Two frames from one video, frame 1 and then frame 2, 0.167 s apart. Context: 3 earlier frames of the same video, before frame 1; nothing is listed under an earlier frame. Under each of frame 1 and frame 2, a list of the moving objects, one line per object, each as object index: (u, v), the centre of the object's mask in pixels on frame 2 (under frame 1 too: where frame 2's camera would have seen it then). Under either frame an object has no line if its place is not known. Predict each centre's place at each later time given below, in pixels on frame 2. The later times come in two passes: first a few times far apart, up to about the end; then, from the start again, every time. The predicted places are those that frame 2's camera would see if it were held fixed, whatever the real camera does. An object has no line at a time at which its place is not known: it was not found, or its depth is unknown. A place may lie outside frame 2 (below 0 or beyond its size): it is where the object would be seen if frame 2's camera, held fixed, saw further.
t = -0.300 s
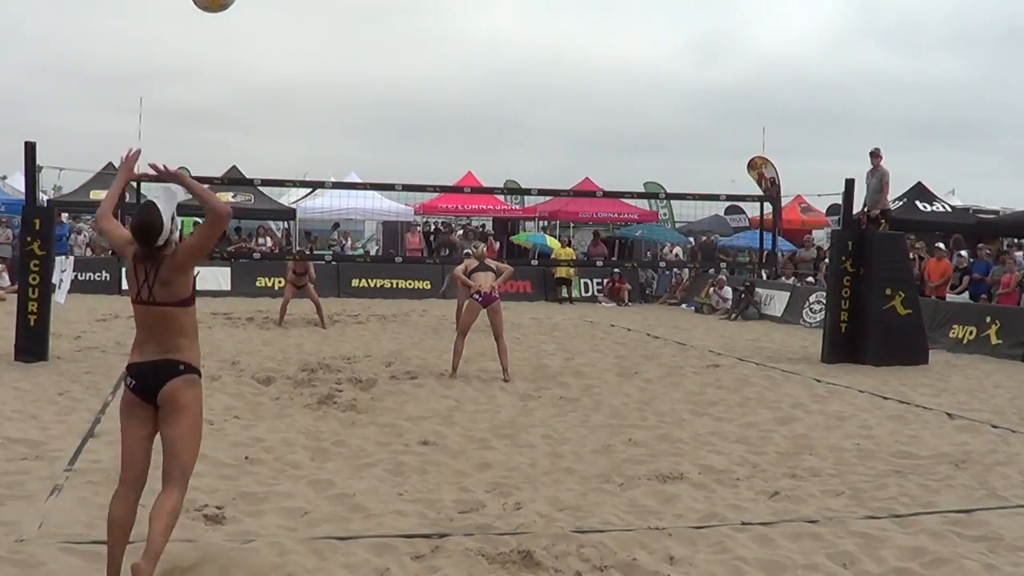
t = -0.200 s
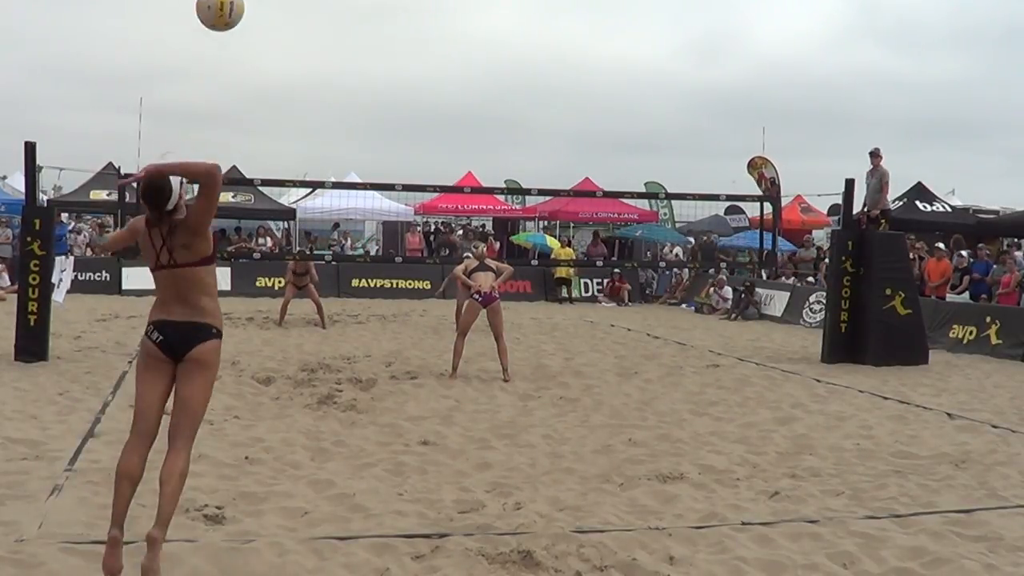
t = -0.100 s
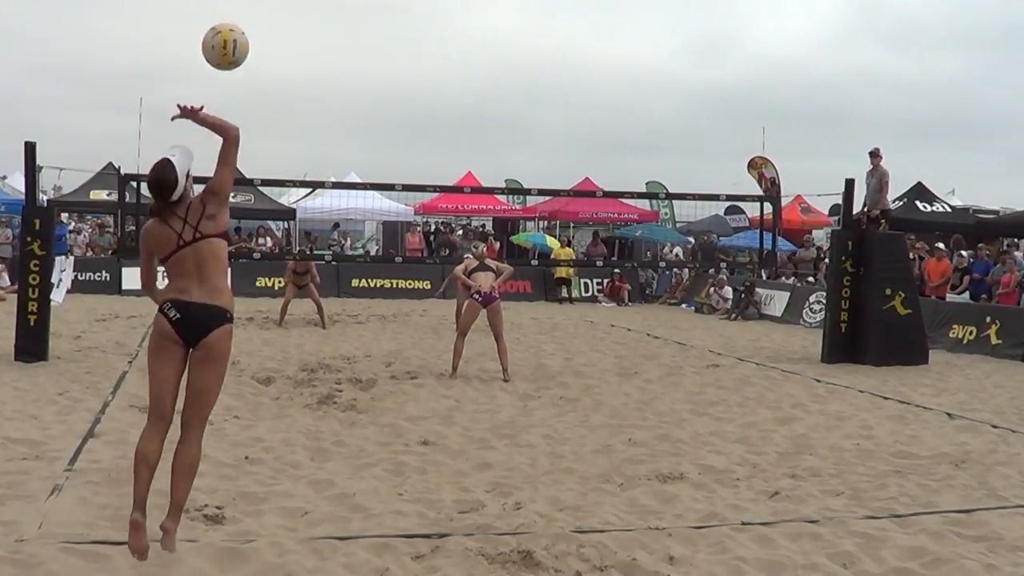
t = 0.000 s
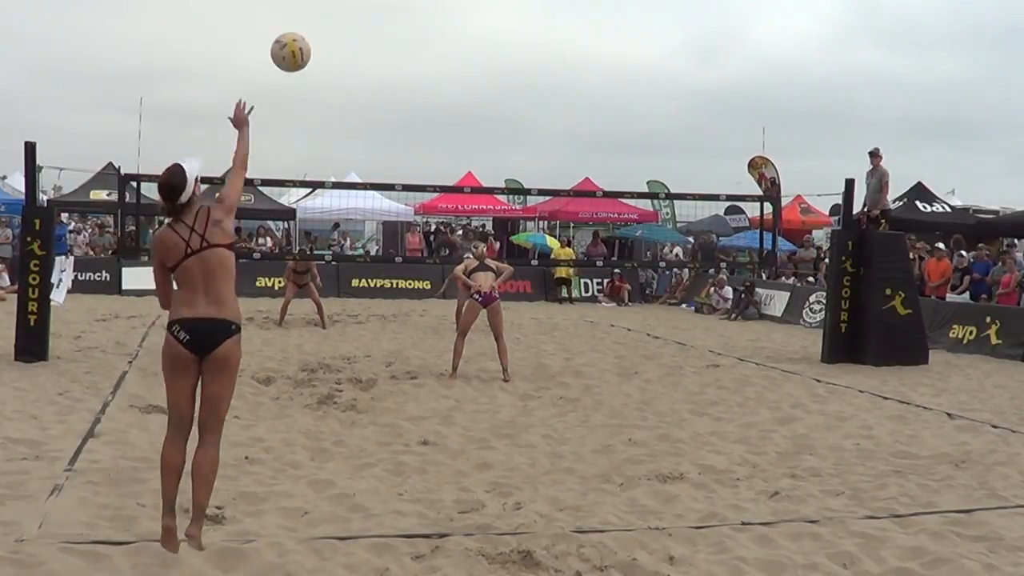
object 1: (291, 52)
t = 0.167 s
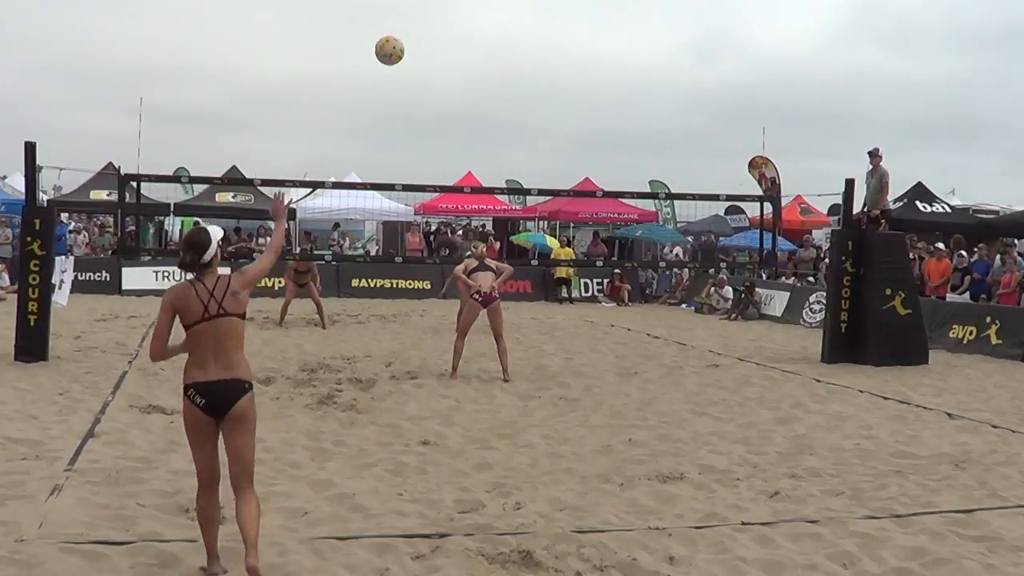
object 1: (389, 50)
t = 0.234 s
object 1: (415, 58)
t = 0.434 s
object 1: (467, 93)
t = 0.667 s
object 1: (499, 150)
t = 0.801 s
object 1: (508, 183)
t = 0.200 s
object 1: (403, 54)
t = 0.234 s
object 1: (415, 58)
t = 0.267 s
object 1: (426, 63)
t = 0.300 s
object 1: (435, 68)
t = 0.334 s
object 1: (445, 74)
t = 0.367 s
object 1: (453, 80)
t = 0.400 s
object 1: (461, 86)
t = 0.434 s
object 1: (467, 93)
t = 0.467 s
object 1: (474, 100)
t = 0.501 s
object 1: (479, 108)
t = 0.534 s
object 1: (484, 116)
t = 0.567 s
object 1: (489, 124)
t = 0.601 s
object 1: (492, 132)
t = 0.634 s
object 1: (495, 141)
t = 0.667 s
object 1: (499, 150)
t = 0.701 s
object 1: (501, 159)
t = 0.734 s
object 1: (504, 168)
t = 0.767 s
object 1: (506, 178)
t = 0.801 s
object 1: (508, 183)
